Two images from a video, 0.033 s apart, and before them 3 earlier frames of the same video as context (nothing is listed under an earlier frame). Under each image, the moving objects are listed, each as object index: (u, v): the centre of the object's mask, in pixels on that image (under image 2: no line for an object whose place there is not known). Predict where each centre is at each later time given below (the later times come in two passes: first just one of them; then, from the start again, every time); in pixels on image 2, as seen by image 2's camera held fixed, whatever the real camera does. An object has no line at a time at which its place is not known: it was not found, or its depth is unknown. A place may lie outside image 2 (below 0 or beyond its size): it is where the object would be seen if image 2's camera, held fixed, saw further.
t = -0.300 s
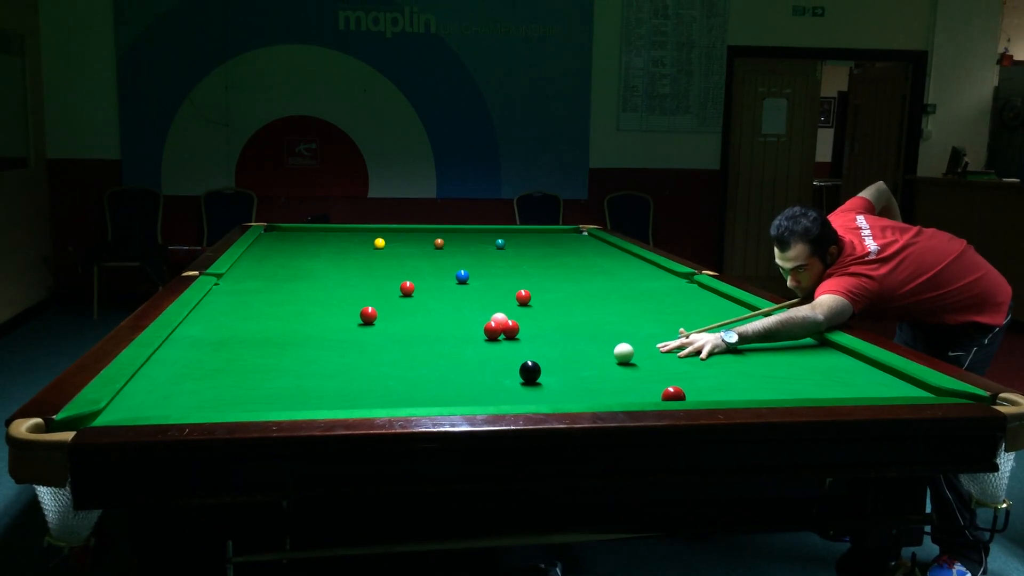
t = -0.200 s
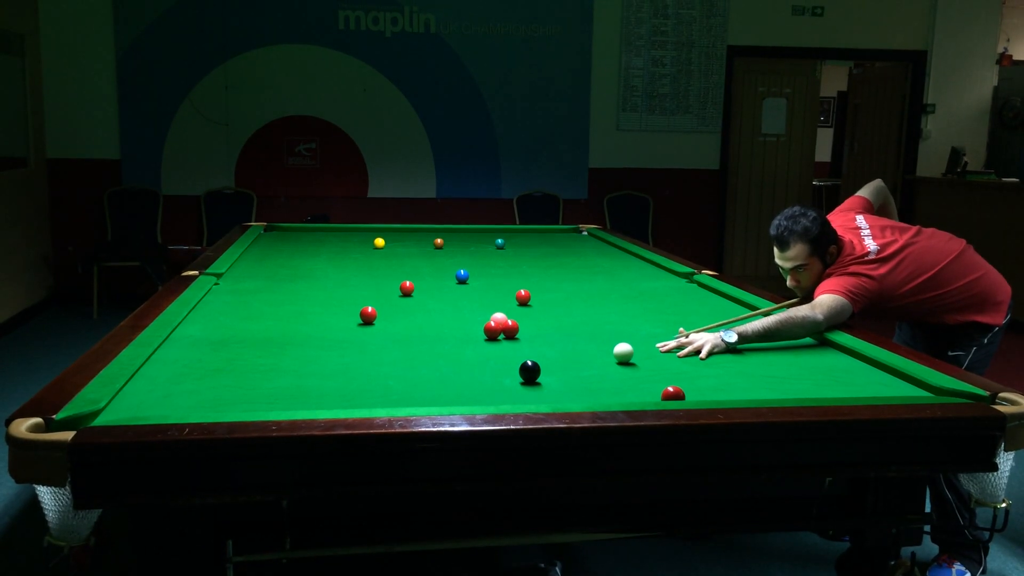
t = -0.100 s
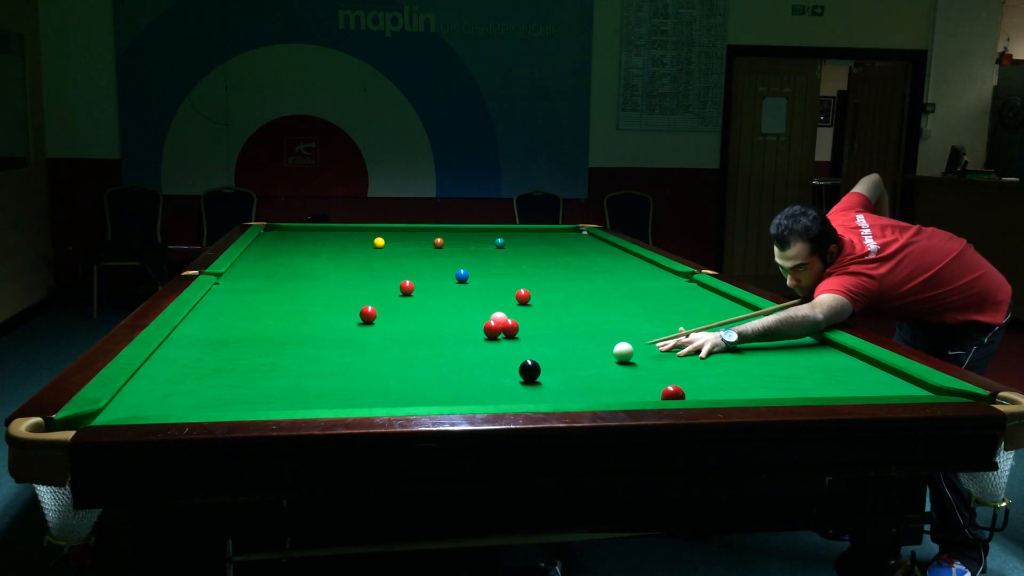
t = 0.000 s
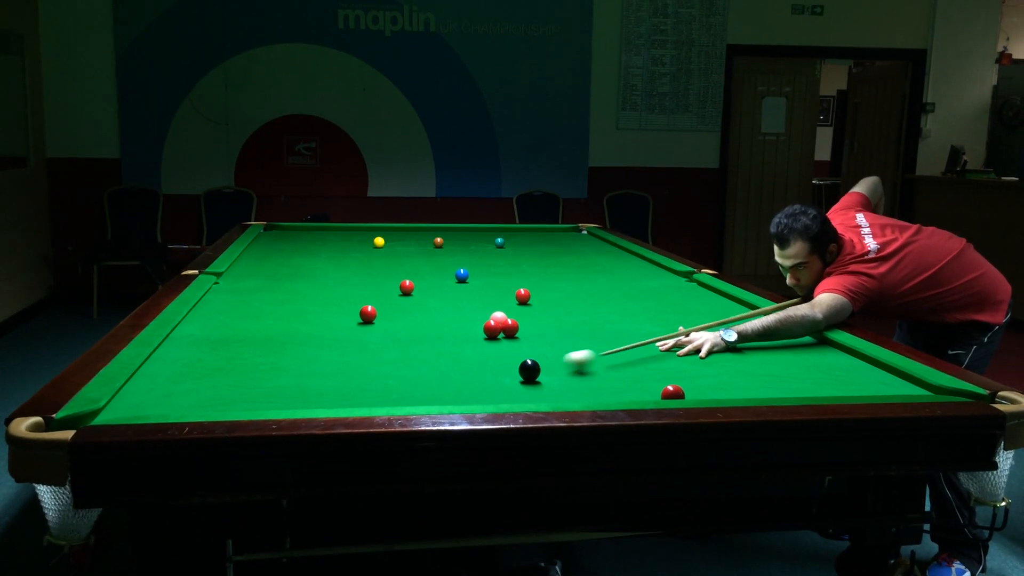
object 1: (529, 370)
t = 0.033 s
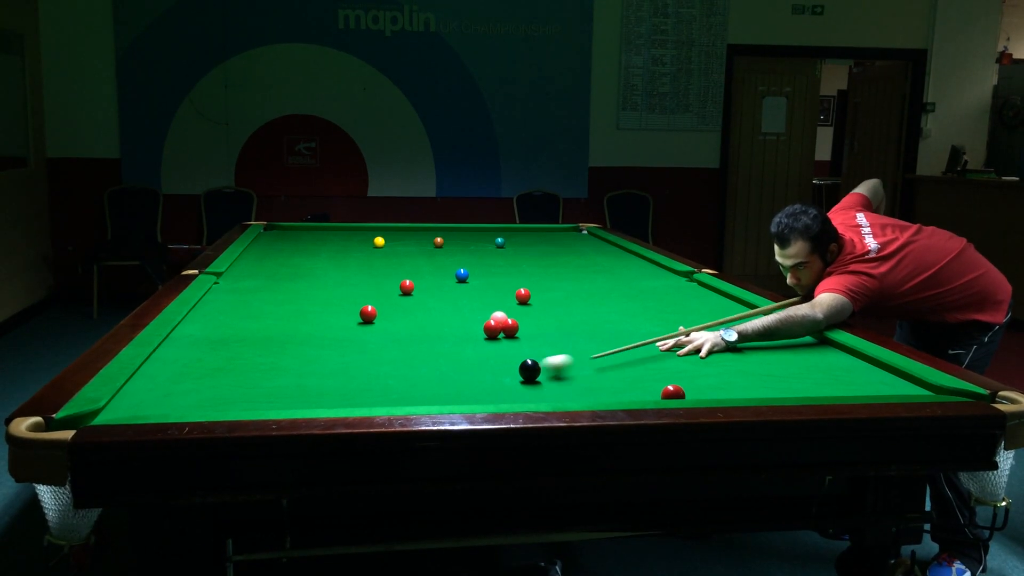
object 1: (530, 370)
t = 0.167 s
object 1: (436, 380)
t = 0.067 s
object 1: (513, 371)
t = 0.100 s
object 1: (487, 374)
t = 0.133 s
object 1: (461, 377)
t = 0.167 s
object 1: (436, 380)
